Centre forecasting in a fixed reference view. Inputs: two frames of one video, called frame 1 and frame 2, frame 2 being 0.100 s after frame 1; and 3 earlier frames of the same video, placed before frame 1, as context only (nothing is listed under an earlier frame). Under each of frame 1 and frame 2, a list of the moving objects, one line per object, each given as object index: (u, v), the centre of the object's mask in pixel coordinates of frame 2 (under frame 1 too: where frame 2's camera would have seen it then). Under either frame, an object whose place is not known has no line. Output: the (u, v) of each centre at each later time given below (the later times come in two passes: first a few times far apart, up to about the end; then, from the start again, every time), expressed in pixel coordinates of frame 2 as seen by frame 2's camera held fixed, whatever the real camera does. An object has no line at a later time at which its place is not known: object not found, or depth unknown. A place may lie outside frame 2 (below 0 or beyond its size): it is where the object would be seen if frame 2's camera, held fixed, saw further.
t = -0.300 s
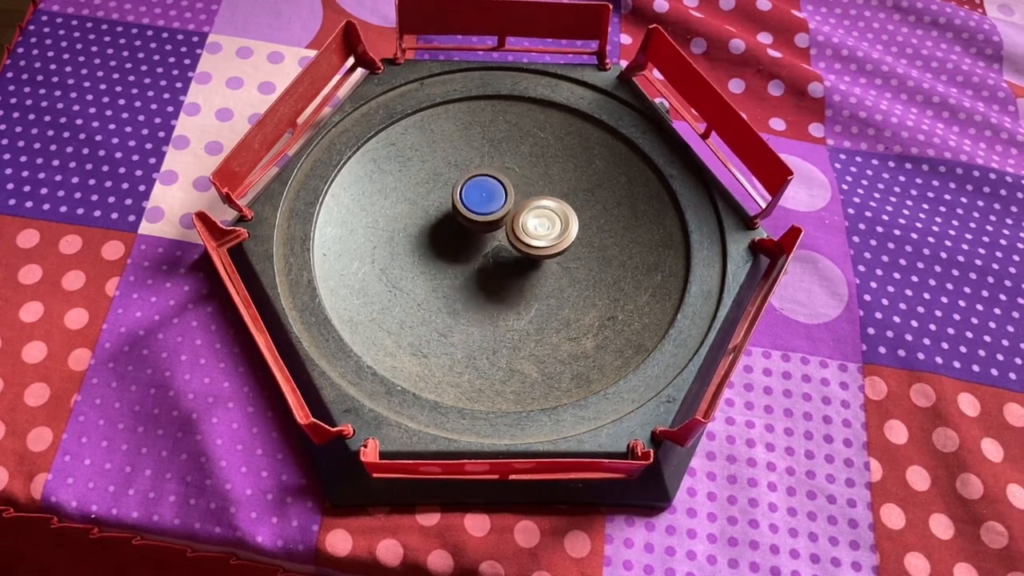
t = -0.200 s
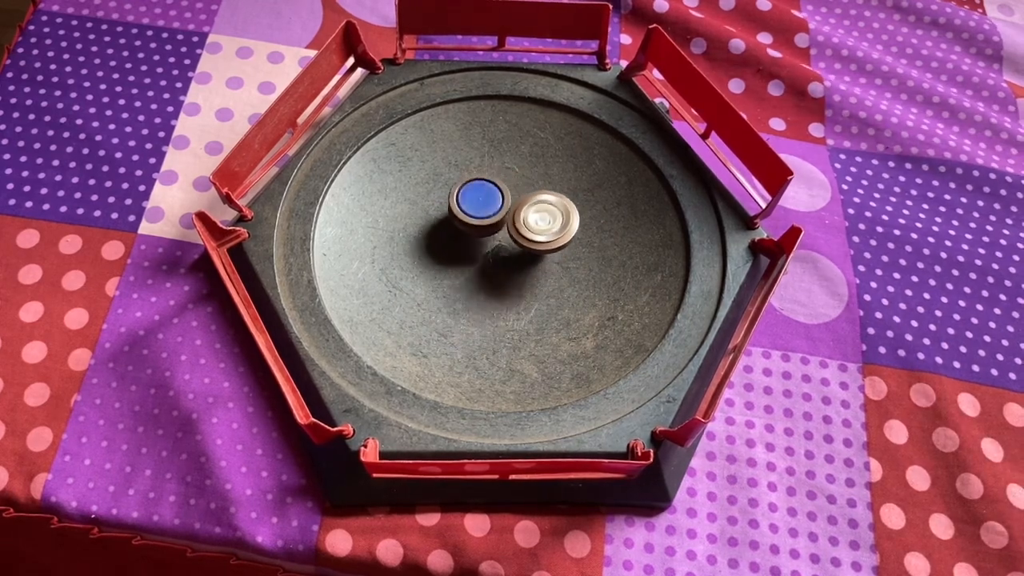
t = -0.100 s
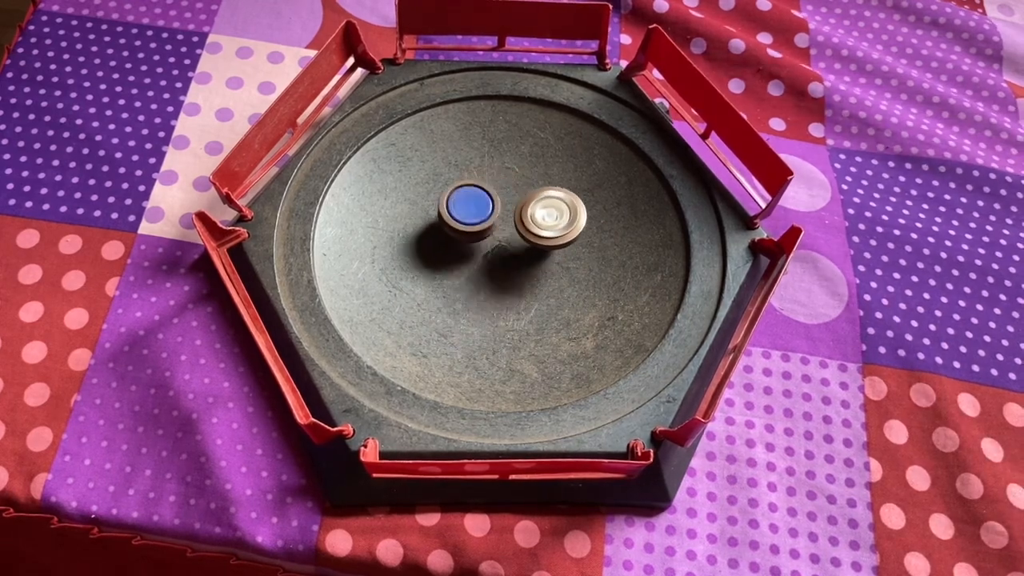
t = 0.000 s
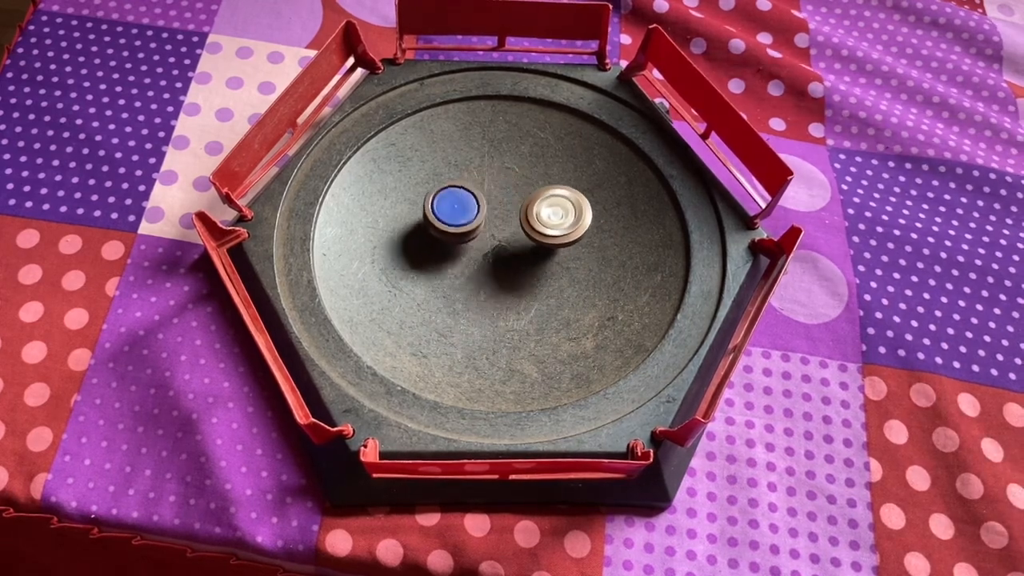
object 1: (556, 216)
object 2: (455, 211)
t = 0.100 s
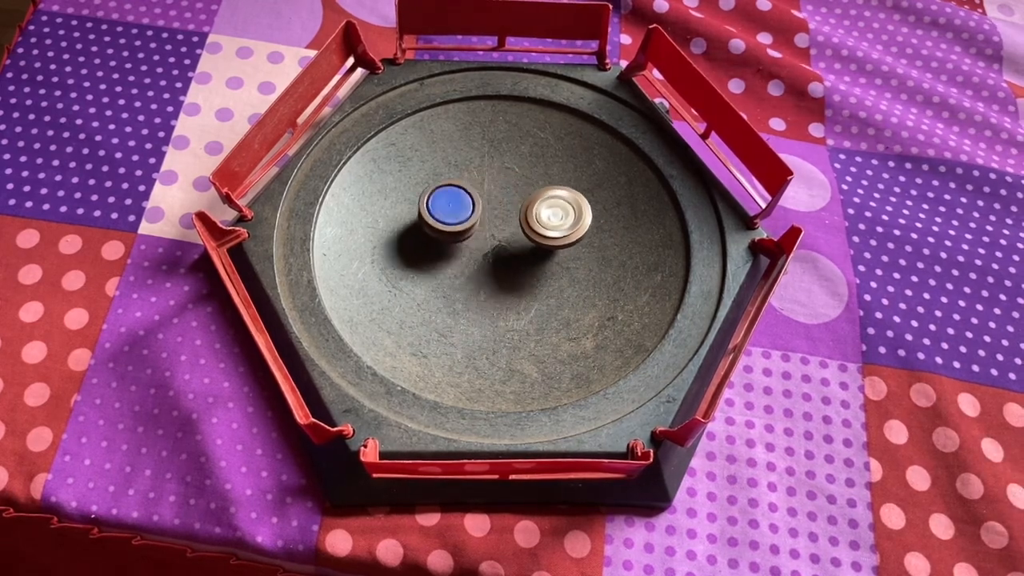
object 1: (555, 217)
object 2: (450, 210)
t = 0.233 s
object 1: (551, 218)
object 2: (460, 217)
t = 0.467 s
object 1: (539, 215)
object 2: (481, 254)
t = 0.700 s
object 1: (522, 212)
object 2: (492, 286)
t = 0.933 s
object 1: (504, 213)
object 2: (504, 279)
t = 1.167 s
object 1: (489, 203)
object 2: (531, 292)
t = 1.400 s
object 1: (486, 203)
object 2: (541, 267)
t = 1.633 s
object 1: (491, 212)
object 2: (562, 232)
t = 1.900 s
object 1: (496, 226)
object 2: (561, 216)
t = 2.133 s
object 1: (494, 245)
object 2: (538, 202)
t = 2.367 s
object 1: (500, 254)
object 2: (505, 192)
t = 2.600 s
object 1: (511, 253)
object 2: (483, 193)
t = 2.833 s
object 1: (525, 248)
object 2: (470, 217)
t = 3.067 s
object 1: (540, 237)
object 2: (460, 233)
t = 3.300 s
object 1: (549, 223)
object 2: (478, 255)
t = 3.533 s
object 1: (549, 215)
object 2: (485, 276)
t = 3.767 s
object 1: (536, 209)
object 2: (508, 272)
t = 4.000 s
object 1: (518, 198)
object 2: (532, 285)
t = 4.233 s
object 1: (498, 197)
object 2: (528, 271)
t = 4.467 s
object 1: (482, 201)
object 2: (551, 245)
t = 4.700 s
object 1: (472, 213)
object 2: (562, 237)
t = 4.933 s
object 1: (475, 230)
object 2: (542, 221)
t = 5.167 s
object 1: (480, 249)
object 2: (549, 204)
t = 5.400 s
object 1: (501, 258)
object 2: (527, 208)
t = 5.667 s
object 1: (526, 264)
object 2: (493, 195)
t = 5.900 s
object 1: (544, 254)
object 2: (494, 202)
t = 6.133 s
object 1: (554, 237)
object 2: (482, 225)
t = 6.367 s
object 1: (552, 219)
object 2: (469, 241)
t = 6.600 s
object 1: (536, 205)
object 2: (475, 254)
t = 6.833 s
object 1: (513, 195)
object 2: (495, 266)
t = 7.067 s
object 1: (492, 195)
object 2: (513, 276)
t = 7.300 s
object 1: (477, 206)
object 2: (531, 268)
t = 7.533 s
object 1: (474, 225)
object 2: (549, 248)
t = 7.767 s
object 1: (486, 245)
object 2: (554, 232)
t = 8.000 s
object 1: (505, 262)
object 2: (551, 210)
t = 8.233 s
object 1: (524, 267)
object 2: (541, 200)
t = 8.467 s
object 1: (541, 257)
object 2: (510, 204)
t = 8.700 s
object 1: (547, 238)
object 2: (480, 216)
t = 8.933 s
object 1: (540, 217)
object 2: (462, 227)
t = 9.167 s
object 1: (524, 198)
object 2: (468, 243)
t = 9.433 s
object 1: (505, 189)
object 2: (488, 260)
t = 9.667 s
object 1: (490, 196)
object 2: (518, 269)
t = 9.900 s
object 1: (482, 213)
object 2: (545, 267)
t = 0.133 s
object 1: (554, 217)
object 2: (451, 210)
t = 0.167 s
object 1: (553, 218)
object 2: (454, 212)
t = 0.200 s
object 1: (552, 218)
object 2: (457, 215)
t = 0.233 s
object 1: (551, 218)
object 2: (460, 217)
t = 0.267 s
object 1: (549, 218)
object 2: (465, 221)
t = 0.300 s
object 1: (547, 217)
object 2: (469, 226)
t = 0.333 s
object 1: (545, 217)
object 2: (473, 232)
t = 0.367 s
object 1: (543, 217)
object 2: (476, 237)
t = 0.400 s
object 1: (542, 216)
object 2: (477, 243)
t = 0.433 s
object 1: (540, 215)
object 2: (479, 249)
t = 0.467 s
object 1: (539, 215)
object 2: (481, 254)
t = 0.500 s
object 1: (536, 215)
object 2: (483, 260)
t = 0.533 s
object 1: (534, 214)
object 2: (485, 265)
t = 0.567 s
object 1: (532, 214)
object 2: (487, 270)
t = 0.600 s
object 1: (530, 214)
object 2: (489, 276)
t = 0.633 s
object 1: (527, 213)
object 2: (491, 279)
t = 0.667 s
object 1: (524, 213)
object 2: (492, 283)
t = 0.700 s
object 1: (522, 212)
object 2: (492, 286)
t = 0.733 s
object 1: (519, 212)
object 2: (492, 288)
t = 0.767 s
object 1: (517, 212)
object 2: (492, 288)
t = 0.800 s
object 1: (514, 212)
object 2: (493, 288)
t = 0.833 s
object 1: (512, 212)
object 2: (494, 287)
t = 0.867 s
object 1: (509, 212)
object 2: (497, 285)
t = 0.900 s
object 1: (506, 212)
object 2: (500, 282)
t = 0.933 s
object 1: (504, 213)
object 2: (504, 279)
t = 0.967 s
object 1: (501, 209)
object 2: (510, 281)
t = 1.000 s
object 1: (498, 207)
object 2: (515, 285)
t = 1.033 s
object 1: (496, 205)
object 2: (519, 287)
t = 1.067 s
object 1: (494, 205)
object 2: (523, 289)
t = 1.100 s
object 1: (492, 204)
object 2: (527, 291)
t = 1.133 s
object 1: (491, 203)
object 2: (529, 291)
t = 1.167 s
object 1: (489, 203)
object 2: (531, 292)
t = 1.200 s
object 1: (488, 203)
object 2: (531, 292)
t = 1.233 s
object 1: (487, 202)
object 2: (531, 290)
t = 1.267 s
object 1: (486, 202)
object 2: (532, 288)
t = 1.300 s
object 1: (486, 203)
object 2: (533, 284)
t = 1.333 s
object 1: (486, 203)
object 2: (535, 278)
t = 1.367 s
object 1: (486, 203)
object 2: (538, 272)
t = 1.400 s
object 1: (486, 203)
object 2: (541, 267)
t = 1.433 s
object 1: (486, 204)
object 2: (544, 262)
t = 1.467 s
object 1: (487, 205)
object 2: (547, 257)
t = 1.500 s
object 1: (487, 206)
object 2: (551, 251)
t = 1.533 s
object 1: (488, 207)
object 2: (554, 246)
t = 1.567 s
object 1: (489, 209)
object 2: (557, 241)
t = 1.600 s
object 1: (490, 210)
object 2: (559, 236)
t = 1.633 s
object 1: (491, 212)
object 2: (562, 232)
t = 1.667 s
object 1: (493, 213)
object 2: (564, 228)
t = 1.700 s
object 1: (494, 214)
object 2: (565, 225)
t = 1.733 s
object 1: (495, 216)
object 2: (566, 223)
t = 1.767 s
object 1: (497, 218)
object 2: (567, 220)
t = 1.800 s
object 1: (496, 219)
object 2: (567, 219)
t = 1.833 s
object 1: (495, 221)
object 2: (566, 218)
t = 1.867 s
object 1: (495, 224)
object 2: (564, 217)
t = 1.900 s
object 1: (496, 226)
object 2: (561, 216)
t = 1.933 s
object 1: (495, 228)
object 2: (559, 214)
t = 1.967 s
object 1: (496, 230)
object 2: (557, 212)
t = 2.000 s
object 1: (495, 233)
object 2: (554, 210)
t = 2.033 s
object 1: (494, 235)
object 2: (551, 208)
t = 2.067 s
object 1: (494, 237)
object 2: (547, 206)
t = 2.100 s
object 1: (494, 242)
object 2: (543, 204)
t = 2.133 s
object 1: (494, 245)
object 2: (538, 202)
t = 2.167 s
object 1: (495, 247)
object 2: (533, 200)
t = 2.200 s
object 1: (496, 249)
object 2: (528, 198)
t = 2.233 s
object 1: (496, 250)
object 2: (524, 196)
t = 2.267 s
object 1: (497, 251)
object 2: (518, 195)
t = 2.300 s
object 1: (498, 253)
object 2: (513, 193)
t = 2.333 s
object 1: (499, 254)
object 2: (509, 193)
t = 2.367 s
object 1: (500, 254)
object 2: (505, 192)
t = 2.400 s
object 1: (502, 254)
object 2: (500, 191)
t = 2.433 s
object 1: (503, 254)
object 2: (496, 190)
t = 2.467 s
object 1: (505, 254)
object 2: (493, 190)
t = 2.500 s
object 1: (507, 254)
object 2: (489, 190)
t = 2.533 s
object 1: (508, 254)
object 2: (487, 191)
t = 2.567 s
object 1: (510, 254)
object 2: (485, 192)
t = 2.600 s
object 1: (511, 253)
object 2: (483, 193)
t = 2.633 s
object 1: (513, 253)
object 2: (481, 196)
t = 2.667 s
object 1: (515, 252)
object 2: (479, 199)
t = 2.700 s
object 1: (517, 252)
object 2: (477, 202)
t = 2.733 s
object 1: (519, 251)
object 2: (475, 205)
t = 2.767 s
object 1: (521, 250)
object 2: (473, 209)
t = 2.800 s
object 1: (523, 249)
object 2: (471, 212)
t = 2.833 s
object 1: (525, 248)
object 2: (470, 217)
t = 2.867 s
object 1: (527, 246)
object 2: (468, 222)
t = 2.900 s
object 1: (530, 245)
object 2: (465, 225)
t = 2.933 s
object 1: (533, 243)
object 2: (462, 227)
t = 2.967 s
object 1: (534, 242)
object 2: (460, 231)
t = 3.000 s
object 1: (537, 240)
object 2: (458, 232)
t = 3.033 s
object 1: (538, 239)
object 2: (458, 233)
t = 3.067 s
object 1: (540, 237)
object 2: (460, 233)
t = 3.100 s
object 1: (541, 235)
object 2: (462, 234)
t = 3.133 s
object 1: (542, 233)
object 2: (465, 236)
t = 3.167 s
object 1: (543, 232)
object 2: (469, 238)
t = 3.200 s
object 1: (544, 230)
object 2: (473, 242)
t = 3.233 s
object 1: (545, 228)
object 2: (476, 245)
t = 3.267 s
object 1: (548, 225)
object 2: (478, 251)
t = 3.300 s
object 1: (549, 223)
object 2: (478, 255)
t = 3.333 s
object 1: (551, 221)
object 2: (479, 260)
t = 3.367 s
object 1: (551, 220)
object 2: (480, 263)
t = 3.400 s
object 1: (551, 219)
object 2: (481, 267)
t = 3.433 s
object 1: (551, 218)
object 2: (482, 270)
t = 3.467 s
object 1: (551, 218)
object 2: (483, 273)
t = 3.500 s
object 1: (550, 216)
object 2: (484, 275)
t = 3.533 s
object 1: (549, 215)
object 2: (485, 276)
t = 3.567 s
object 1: (548, 214)
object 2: (486, 276)
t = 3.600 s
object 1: (546, 213)
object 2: (488, 276)
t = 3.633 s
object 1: (545, 212)
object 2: (491, 275)
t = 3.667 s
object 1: (543, 211)
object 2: (495, 275)
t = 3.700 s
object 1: (540, 210)
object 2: (500, 274)
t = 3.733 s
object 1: (538, 209)
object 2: (504, 273)
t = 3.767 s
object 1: (536, 209)
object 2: (508, 272)
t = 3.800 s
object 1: (533, 208)
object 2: (513, 271)
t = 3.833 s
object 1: (530, 206)
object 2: (518, 271)
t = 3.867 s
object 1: (527, 203)
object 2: (523, 274)
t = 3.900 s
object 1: (525, 201)
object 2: (527, 277)
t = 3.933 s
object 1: (523, 200)
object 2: (529, 280)
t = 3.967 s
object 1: (520, 199)
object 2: (531, 283)
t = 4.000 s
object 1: (518, 198)
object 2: (532, 285)
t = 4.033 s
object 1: (515, 198)
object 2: (532, 287)
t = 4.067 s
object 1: (512, 197)
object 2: (531, 287)
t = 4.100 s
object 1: (509, 196)
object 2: (530, 285)
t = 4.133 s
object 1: (506, 196)
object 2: (529, 283)
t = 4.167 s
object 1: (503, 196)
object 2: (528, 279)
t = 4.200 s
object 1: (501, 196)
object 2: (528, 275)
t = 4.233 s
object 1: (498, 197)
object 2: (528, 271)
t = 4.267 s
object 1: (496, 198)
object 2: (529, 266)
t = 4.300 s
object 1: (494, 199)
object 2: (531, 261)
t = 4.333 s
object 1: (492, 199)
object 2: (533, 255)
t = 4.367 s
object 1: (489, 199)
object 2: (537, 252)
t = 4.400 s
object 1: (487, 200)
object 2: (542, 249)
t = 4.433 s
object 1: (484, 200)
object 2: (547, 247)
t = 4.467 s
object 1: (482, 201)
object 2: (551, 245)
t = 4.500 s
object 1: (479, 202)
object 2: (554, 243)
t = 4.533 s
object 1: (477, 204)
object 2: (558, 241)
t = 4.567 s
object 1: (476, 205)
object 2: (561, 239)
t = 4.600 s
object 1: (475, 207)
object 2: (563, 238)
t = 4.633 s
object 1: (473, 209)
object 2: (563, 238)
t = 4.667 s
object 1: (473, 211)
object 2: (563, 237)
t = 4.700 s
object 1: (472, 213)
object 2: (562, 237)
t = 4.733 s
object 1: (472, 215)
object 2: (560, 236)
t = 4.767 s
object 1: (472, 217)
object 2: (558, 235)
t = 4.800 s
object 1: (472, 220)
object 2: (554, 233)
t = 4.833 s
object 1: (473, 222)
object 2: (551, 230)
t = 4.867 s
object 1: (474, 224)
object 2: (548, 228)
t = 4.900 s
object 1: (475, 226)
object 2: (544, 225)
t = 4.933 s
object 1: (475, 230)
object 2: (542, 221)
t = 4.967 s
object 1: (474, 234)
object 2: (543, 216)
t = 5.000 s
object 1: (473, 237)
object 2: (544, 212)
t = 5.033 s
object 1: (474, 240)
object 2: (546, 209)
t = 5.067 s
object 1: (475, 243)
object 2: (547, 206)
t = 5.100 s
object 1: (477, 244)
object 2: (548, 205)
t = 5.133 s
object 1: (479, 247)
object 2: (549, 204)
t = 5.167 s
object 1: (480, 249)
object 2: (549, 204)
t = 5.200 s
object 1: (482, 251)
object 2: (548, 204)
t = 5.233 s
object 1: (485, 253)
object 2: (546, 205)
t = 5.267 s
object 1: (488, 254)
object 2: (543, 207)
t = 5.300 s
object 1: (491, 256)
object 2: (540, 208)
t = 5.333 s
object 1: (494, 256)
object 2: (536, 209)
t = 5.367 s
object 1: (497, 257)
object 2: (531, 209)
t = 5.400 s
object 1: (501, 258)
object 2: (527, 208)
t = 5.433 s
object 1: (504, 260)
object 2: (521, 208)
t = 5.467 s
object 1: (508, 262)
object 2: (515, 206)
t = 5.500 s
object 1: (511, 263)
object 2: (511, 204)
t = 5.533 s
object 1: (514, 264)
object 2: (506, 202)
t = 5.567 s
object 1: (517, 264)
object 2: (502, 201)
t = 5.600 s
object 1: (520, 264)
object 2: (500, 199)
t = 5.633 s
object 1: (524, 264)
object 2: (496, 196)
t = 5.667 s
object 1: (526, 264)
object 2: (493, 195)
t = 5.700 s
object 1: (529, 263)
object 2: (492, 193)
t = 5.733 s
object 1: (532, 262)
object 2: (491, 192)
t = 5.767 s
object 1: (535, 261)
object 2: (492, 192)
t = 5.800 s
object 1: (537, 260)
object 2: (493, 193)
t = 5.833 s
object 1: (540, 258)
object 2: (493, 195)
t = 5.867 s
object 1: (542, 256)
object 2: (494, 198)
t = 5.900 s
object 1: (544, 254)
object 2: (494, 202)
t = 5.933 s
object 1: (545, 252)
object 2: (493, 206)
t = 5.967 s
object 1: (546, 249)
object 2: (492, 209)
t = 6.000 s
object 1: (547, 246)
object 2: (491, 212)
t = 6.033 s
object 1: (547, 243)
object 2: (491, 215)
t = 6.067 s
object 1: (551, 242)
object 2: (489, 219)
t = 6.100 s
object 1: (553, 239)
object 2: (486, 222)
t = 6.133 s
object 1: (554, 237)
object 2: (482, 225)
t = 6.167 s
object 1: (555, 234)
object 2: (479, 228)
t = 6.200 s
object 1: (555, 231)
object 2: (477, 230)
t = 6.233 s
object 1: (555, 229)
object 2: (474, 232)
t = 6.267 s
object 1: (555, 226)
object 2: (473, 234)
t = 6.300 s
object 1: (554, 224)
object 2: (471, 236)
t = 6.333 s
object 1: (553, 221)
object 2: (470, 239)
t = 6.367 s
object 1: (552, 219)
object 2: (469, 241)
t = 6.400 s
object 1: (551, 216)
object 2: (469, 244)
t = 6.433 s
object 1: (548, 214)
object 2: (469, 247)
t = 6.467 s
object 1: (546, 212)
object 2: (469, 249)
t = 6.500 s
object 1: (544, 210)
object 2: (469, 250)
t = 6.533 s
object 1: (542, 208)
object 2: (471, 252)
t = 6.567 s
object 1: (539, 207)
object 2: (472, 253)
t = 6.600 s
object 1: (536, 205)
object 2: (475, 254)
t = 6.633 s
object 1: (533, 204)
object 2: (477, 254)
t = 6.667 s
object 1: (530, 203)
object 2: (479, 256)
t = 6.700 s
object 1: (527, 202)
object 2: (482, 256)
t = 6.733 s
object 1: (523, 201)
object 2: (486, 257)
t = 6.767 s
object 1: (520, 199)
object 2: (490, 260)
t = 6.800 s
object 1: (517, 196)
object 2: (493, 263)
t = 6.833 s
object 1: (513, 195)
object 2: (495, 266)
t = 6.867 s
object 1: (510, 194)
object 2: (497, 268)
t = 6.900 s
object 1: (507, 194)
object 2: (500, 270)
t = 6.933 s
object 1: (504, 193)
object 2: (503, 272)
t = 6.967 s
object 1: (501, 193)
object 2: (506, 274)
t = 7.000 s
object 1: (497, 194)
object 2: (509, 275)
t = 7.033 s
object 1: (495, 195)
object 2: (511, 276)
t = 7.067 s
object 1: (492, 195)
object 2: (513, 276)
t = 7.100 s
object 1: (490, 196)
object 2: (515, 275)
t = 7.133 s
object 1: (487, 197)
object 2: (517, 275)
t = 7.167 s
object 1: (485, 198)
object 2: (520, 273)
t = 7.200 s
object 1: (483, 200)
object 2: (522, 272)
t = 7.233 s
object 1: (480, 202)
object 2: (525, 270)
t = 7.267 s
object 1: (479, 204)
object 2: (527, 269)
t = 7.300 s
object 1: (477, 206)
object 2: (531, 268)
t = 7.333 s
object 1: (476, 208)
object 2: (531, 264)
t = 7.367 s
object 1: (475, 211)
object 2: (537, 263)
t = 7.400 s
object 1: (474, 214)
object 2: (540, 260)
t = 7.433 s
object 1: (474, 216)
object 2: (542, 257)
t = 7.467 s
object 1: (473, 220)
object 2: (544, 255)
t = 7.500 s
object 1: (473, 222)
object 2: (547, 251)
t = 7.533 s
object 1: (474, 225)
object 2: (549, 248)
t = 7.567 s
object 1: (475, 228)
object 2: (552, 245)
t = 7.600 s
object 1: (476, 231)
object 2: (553, 243)
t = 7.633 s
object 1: (477, 234)
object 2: (553, 241)
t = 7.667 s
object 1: (478, 237)
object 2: (554, 238)
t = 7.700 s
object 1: (481, 240)
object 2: (554, 236)
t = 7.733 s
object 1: (484, 243)
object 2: (554, 234)
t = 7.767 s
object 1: (486, 245)
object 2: (554, 232)
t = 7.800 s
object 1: (489, 248)
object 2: (553, 229)
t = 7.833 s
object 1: (492, 250)
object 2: (552, 226)
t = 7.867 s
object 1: (495, 251)
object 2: (551, 224)
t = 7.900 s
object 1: (498, 252)
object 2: (550, 221)
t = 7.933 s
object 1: (500, 257)
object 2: (549, 217)
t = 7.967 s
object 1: (503, 260)
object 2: (550, 213)
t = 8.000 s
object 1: (505, 262)
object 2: (551, 210)
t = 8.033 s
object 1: (508, 264)
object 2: (550, 207)
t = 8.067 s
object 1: (511, 265)
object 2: (550, 205)
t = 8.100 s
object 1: (513, 266)
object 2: (549, 203)
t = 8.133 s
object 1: (516, 267)
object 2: (548, 201)
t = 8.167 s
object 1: (519, 267)
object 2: (546, 200)
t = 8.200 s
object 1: (521, 267)
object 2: (544, 200)
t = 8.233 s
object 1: (524, 267)
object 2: (541, 200)
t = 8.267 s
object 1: (527, 266)
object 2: (537, 200)
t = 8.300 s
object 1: (529, 265)
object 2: (534, 201)
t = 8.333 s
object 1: (532, 264)
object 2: (530, 201)
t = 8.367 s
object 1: (534, 262)
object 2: (525, 202)
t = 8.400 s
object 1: (536, 261)
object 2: (519, 202)
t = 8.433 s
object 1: (539, 259)
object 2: (515, 203)
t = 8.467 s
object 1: (541, 257)
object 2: (510, 204)
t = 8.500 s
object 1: (542, 255)
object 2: (505, 206)
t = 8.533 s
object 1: (544, 253)
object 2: (501, 207)
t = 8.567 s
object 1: (545, 250)
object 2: (495, 210)
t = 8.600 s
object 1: (546, 247)
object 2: (492, 211)
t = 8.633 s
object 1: (547, 244)
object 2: (488, 213)
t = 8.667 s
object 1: (547, 241)
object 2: (484, 215)
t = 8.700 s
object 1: (547, 238)
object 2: (480, 216)
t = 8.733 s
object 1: (546, 235)
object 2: (476, 219)
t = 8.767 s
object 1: (546, 232)
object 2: (473, 220)
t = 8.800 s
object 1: (545, 229)
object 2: (470, 223)
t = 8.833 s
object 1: (545, 226)
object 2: (467, 223)
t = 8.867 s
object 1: (543, 223)
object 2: (465, 224)
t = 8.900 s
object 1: (542, 220)
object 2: (463, 226)
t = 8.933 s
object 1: (540, 217)
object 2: (462, 227)
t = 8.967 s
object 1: (538, 214)
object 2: (461, 229)
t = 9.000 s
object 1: (536, 211)
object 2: (462, 230)
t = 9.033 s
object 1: (534, 208)
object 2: (462, 232)
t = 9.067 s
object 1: (531, 206)
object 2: (464, 234)
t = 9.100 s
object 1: (528, 203)
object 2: (466, 236)
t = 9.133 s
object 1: (527, 201)
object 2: (468, 239)
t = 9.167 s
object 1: (524, 198)
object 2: (468, 243)
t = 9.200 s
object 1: (522, 196)
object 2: (469, 245)
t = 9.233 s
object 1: (519, 194)
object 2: (471, 248)
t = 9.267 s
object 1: (517, 192)
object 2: (471, 249)
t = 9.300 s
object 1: (514, 191)
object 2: (473, 251)
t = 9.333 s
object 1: (513, 190)
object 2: (477, 253)
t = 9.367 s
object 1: (510, 189)
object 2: (480, 256)
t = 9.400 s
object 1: (507, 189)
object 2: (483, 258)
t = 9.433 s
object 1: (505, 189)
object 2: (488, 260)
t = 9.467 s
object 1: (503, 188)
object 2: (491, 261)
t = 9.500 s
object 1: (500, 189)
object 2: (496, 263)
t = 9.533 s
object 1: (498, 190)
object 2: (500, 264)
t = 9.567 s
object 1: (496, 192)
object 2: (506, 266)
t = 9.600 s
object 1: (494, 193)
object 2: (510, 267)
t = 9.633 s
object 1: (492, 194)
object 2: (515, 269)
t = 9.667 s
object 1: (490, 196)
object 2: (518, 269)
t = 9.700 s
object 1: (488, 198)
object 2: (523, 270)
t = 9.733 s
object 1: (487, 200)
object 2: (528, 269)
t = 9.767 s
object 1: (485, 202)
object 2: (528, 269)
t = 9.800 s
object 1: (484, 205)
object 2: (536, 269)
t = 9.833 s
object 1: (483, 207)
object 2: (539, 269)
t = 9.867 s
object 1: (482, 210)
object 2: (542, 267)
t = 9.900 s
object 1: (482, 213)
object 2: (545, 267)
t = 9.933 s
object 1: (482, 216)
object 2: (548, 265)
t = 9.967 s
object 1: (482, 219)
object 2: (550, 264)
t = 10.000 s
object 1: (482, 222)
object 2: (552, 263)
